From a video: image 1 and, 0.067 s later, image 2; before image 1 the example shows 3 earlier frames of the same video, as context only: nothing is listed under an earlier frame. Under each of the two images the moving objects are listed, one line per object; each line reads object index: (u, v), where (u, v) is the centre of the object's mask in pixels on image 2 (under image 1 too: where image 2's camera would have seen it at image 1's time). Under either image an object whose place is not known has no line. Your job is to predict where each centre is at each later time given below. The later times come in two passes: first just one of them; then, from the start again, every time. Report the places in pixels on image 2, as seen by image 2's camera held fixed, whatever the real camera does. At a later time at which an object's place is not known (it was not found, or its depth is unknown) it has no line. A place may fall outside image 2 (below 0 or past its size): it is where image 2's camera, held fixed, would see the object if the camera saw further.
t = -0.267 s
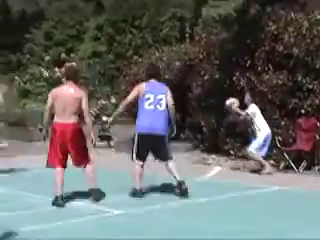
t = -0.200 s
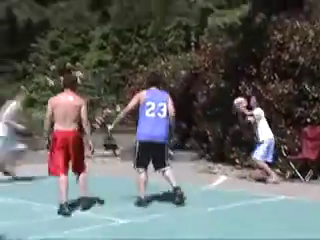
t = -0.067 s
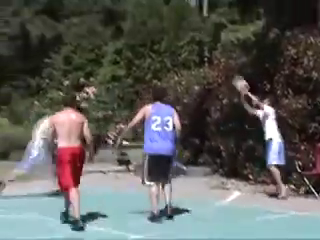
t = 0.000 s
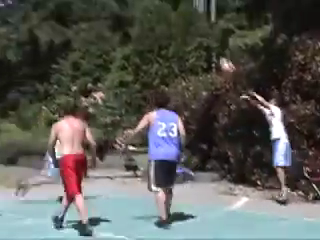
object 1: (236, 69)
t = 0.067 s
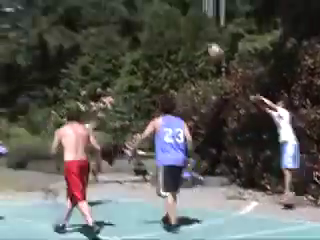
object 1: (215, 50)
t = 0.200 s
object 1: (174, 18)
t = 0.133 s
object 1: (194, 32)
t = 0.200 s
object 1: (174, 18)
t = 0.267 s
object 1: (155, 7)
